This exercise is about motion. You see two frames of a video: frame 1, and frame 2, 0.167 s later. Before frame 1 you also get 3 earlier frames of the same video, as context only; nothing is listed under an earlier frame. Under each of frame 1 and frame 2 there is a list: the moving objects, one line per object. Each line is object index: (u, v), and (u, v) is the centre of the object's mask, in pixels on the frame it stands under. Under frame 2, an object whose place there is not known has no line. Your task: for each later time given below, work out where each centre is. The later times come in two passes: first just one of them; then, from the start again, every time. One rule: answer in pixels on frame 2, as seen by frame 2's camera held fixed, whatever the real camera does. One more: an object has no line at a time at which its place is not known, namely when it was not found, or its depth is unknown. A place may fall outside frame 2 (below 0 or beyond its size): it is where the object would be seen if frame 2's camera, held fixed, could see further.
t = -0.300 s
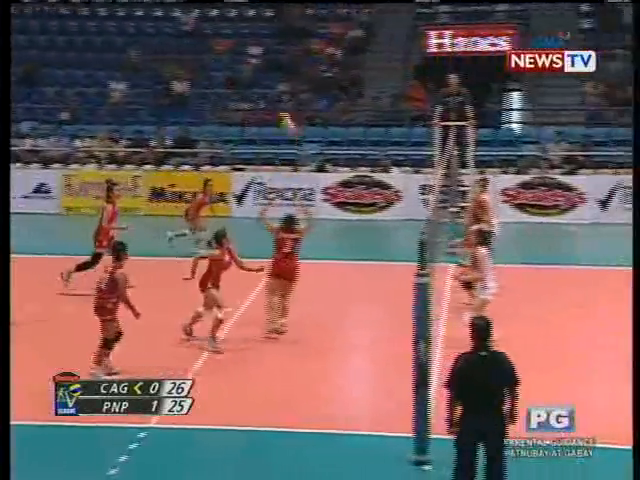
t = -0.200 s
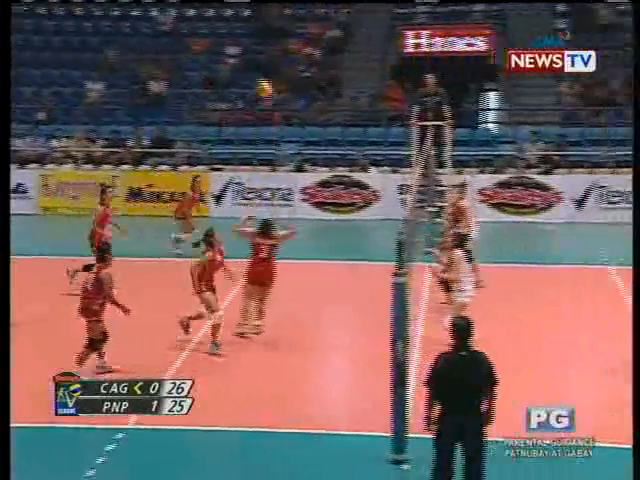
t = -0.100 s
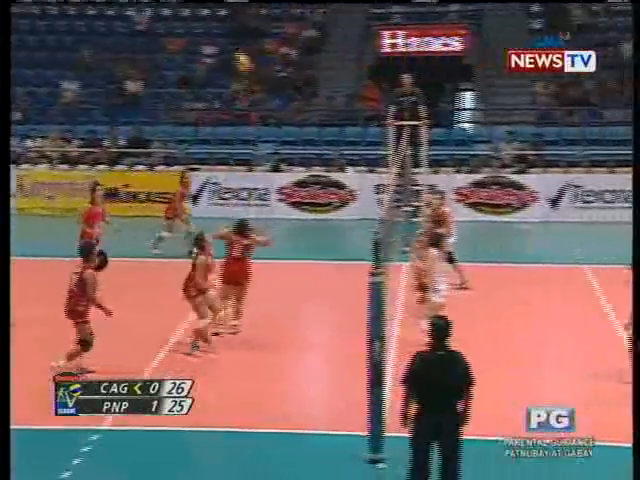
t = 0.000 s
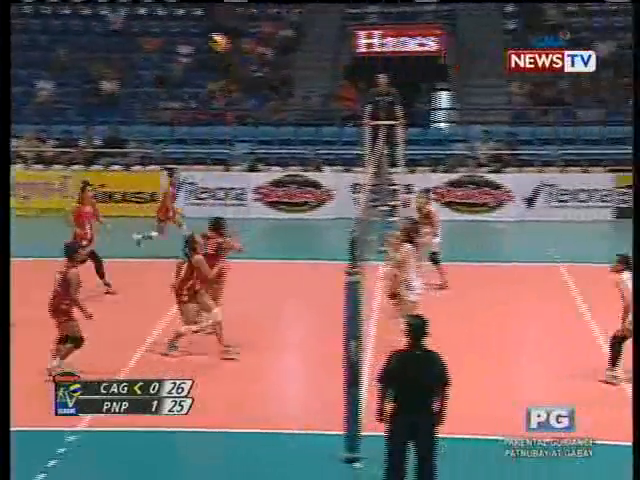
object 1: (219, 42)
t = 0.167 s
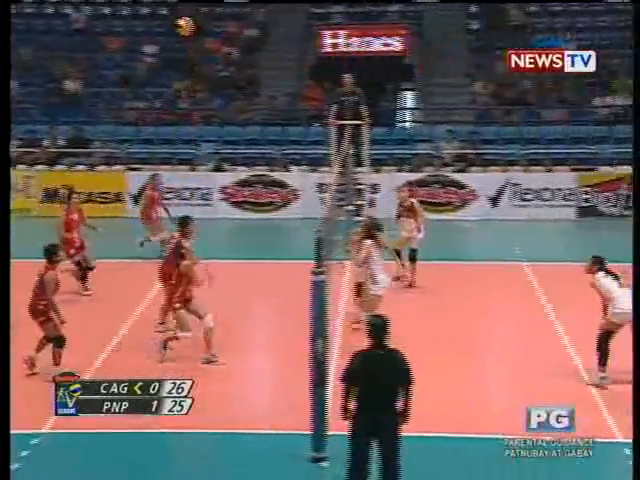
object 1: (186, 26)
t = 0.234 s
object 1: (186, 26)
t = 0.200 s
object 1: (185, 26)
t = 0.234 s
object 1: (186, 26)
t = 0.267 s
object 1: (186, 28)
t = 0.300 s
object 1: (186, 30)
